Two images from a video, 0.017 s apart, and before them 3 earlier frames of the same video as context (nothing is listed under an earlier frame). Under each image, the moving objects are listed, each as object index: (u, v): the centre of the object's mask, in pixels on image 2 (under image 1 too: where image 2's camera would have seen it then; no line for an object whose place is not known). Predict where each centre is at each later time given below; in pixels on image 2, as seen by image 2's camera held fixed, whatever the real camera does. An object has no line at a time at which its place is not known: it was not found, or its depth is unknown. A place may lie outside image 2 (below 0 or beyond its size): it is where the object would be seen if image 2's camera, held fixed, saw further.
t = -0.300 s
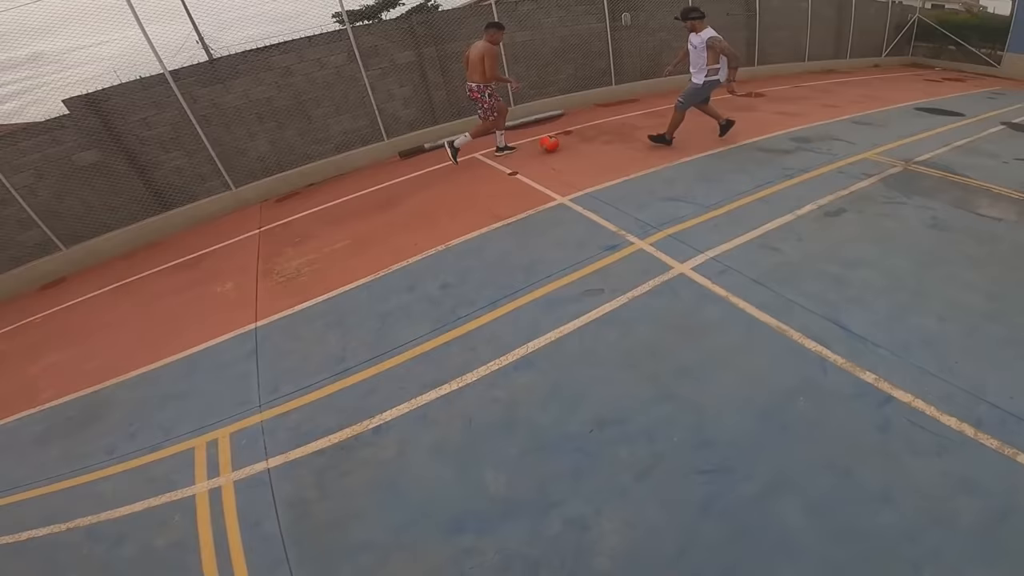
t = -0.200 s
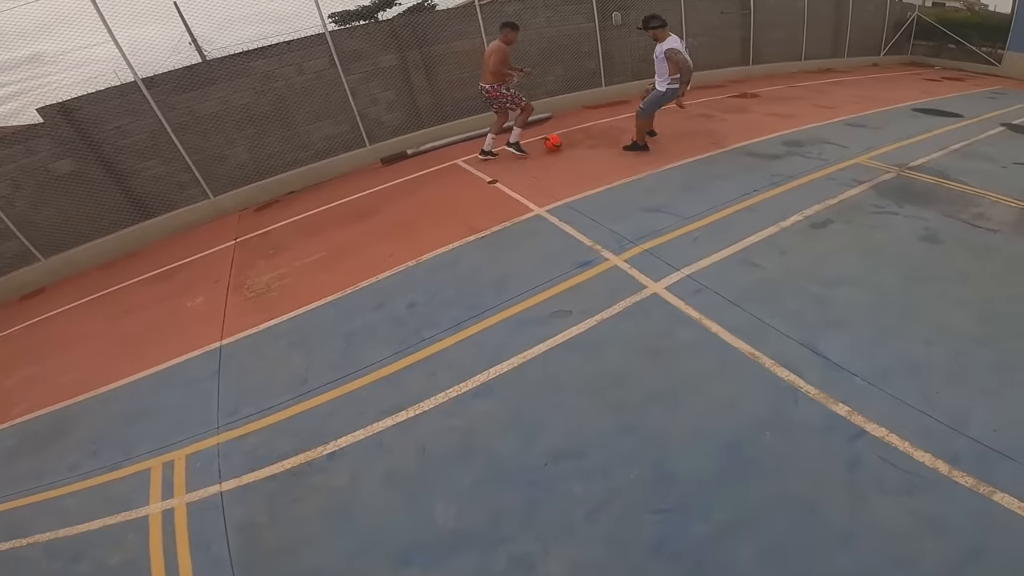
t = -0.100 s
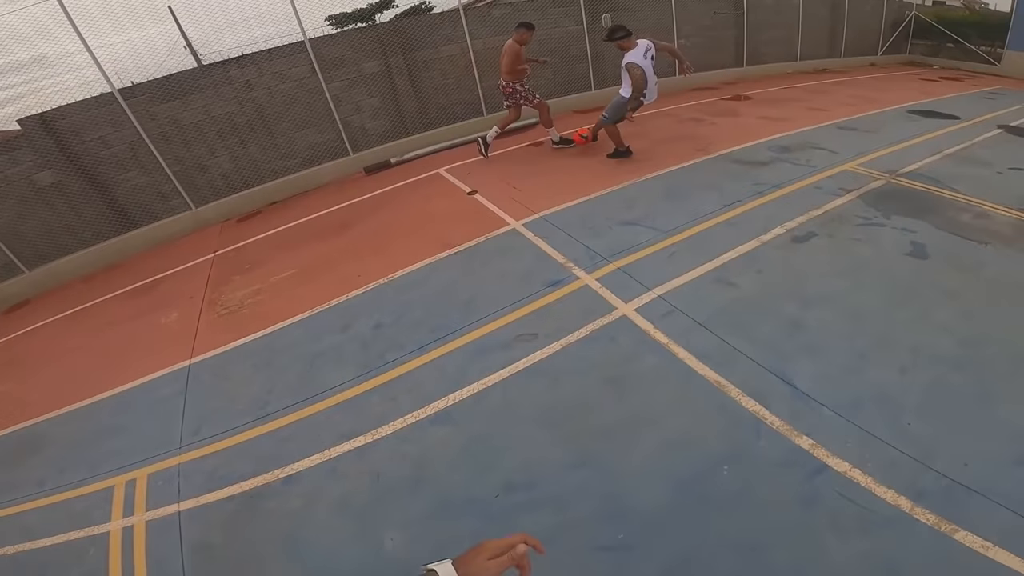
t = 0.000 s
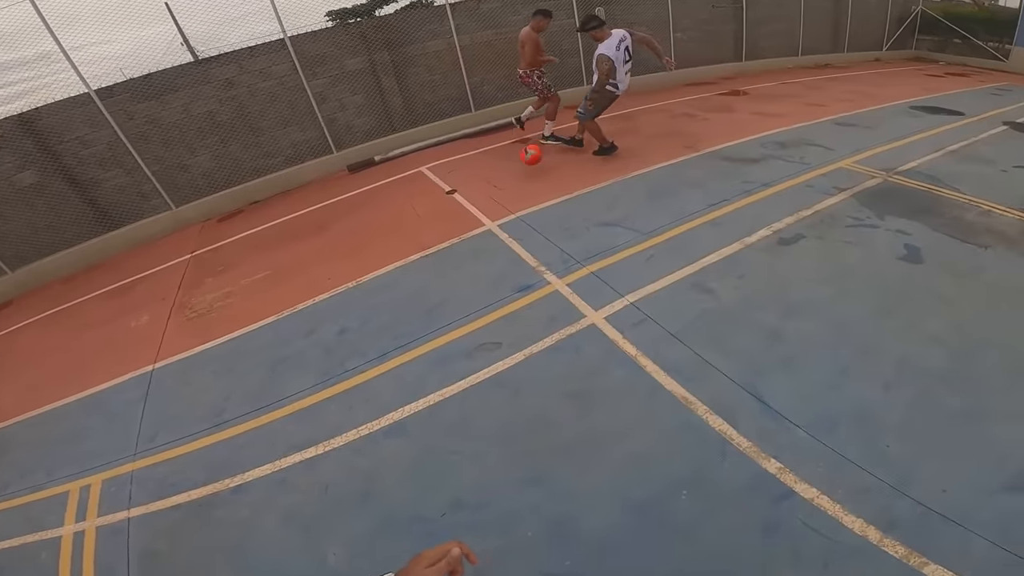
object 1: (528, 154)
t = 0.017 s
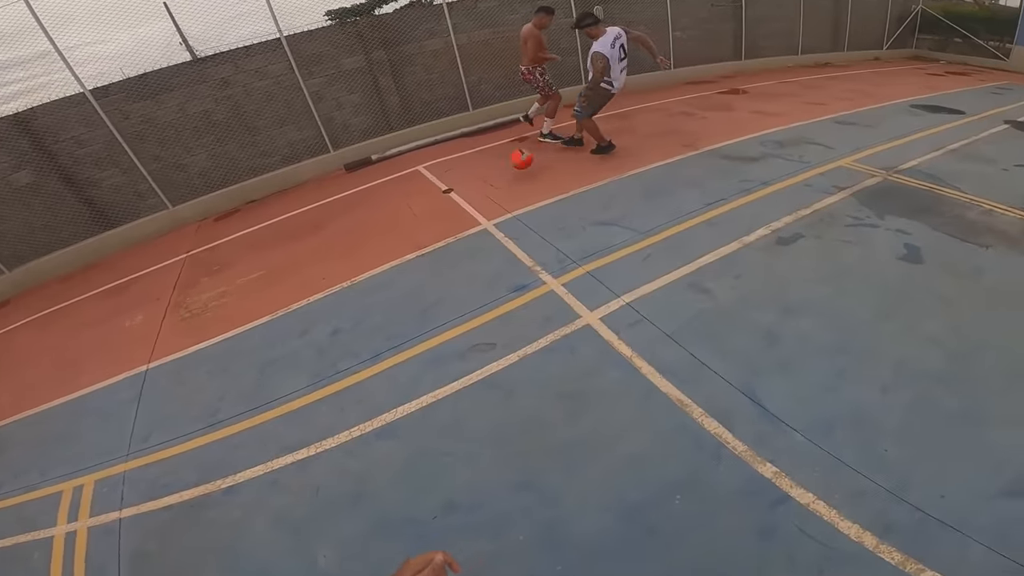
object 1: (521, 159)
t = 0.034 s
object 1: (514, 164)
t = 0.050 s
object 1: (506, 170)
